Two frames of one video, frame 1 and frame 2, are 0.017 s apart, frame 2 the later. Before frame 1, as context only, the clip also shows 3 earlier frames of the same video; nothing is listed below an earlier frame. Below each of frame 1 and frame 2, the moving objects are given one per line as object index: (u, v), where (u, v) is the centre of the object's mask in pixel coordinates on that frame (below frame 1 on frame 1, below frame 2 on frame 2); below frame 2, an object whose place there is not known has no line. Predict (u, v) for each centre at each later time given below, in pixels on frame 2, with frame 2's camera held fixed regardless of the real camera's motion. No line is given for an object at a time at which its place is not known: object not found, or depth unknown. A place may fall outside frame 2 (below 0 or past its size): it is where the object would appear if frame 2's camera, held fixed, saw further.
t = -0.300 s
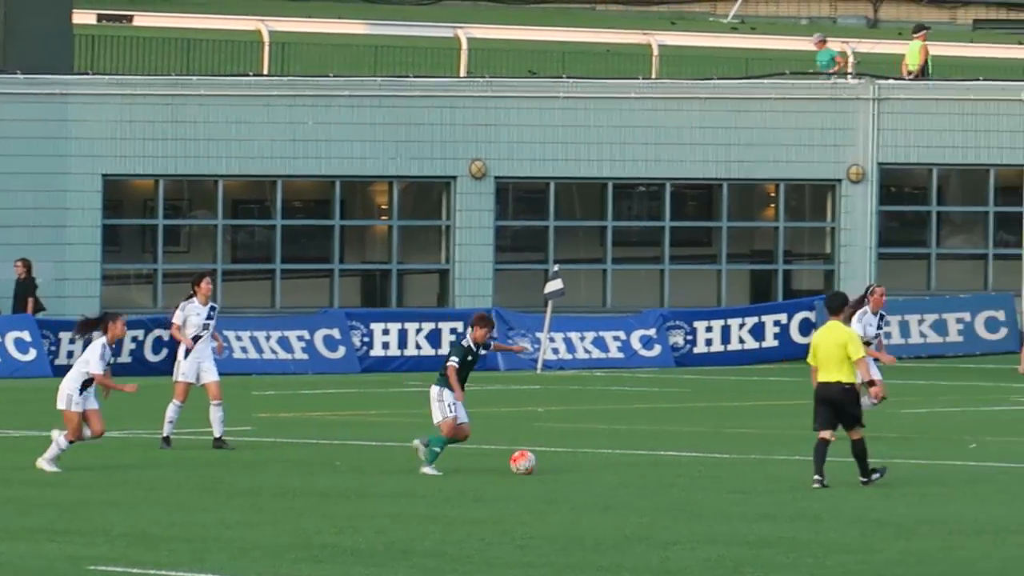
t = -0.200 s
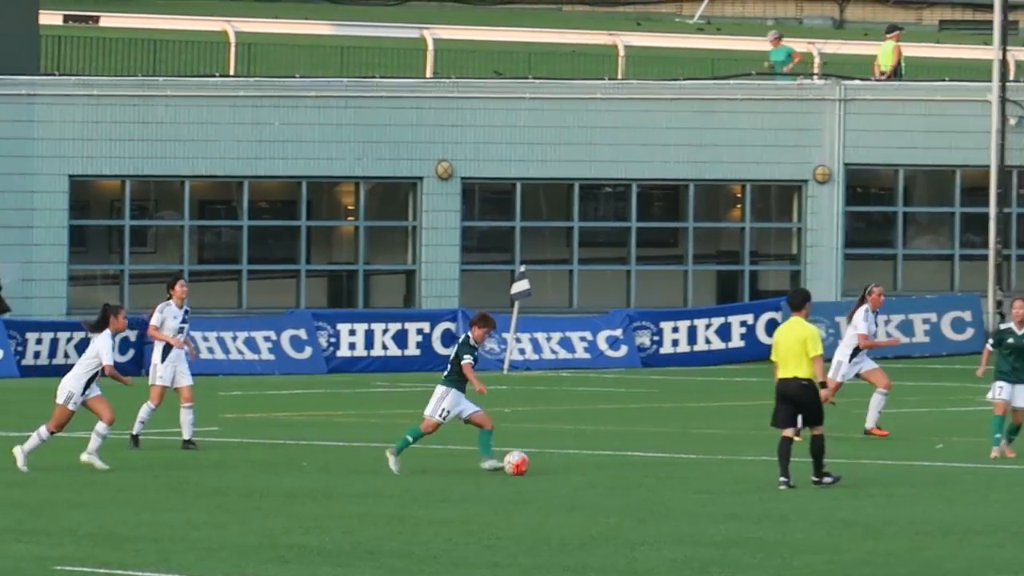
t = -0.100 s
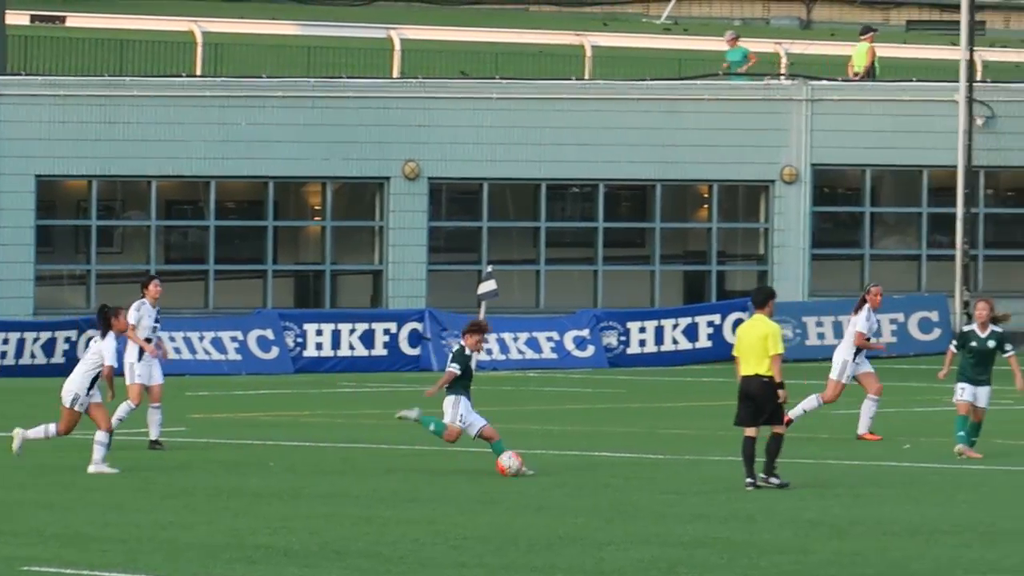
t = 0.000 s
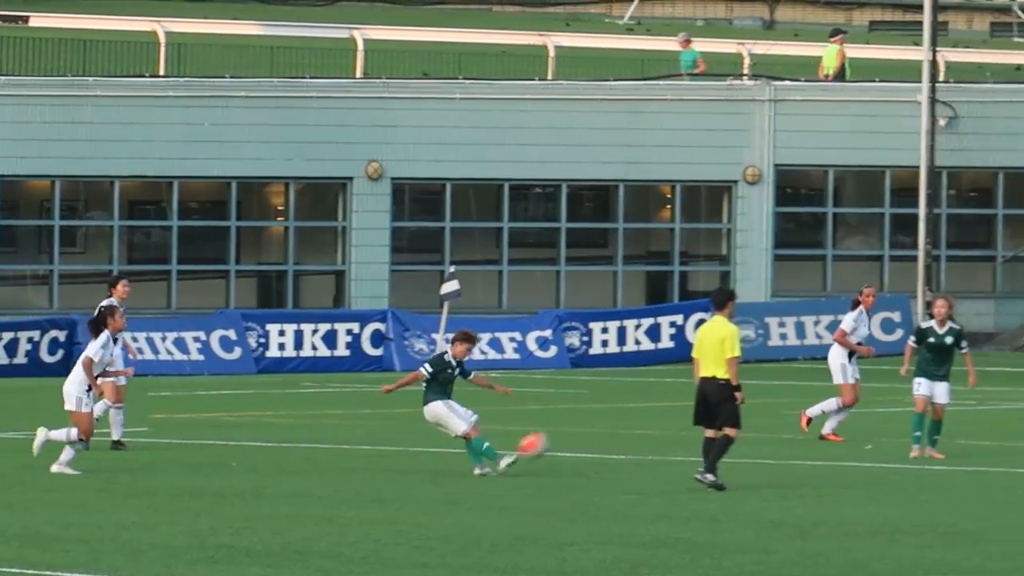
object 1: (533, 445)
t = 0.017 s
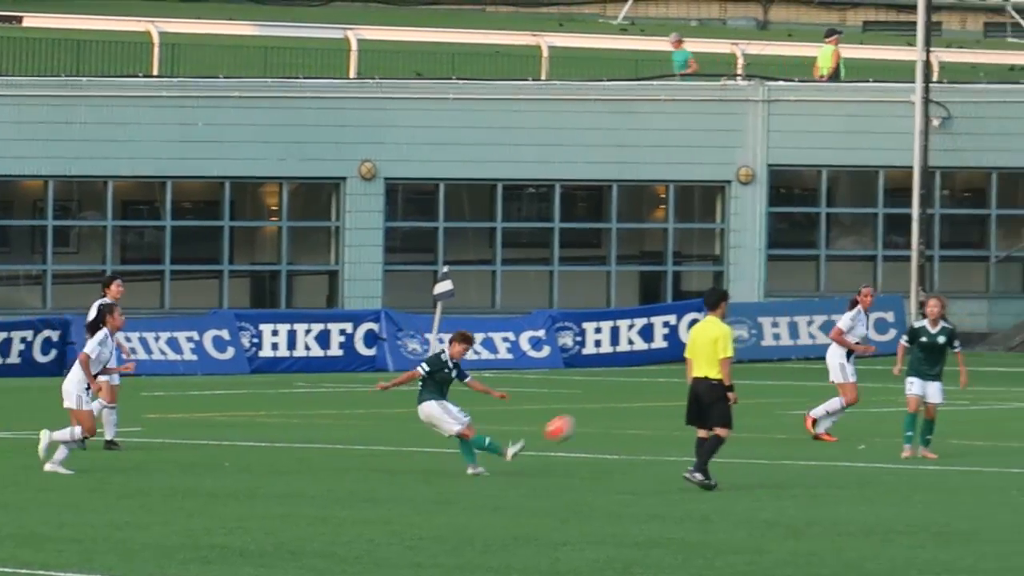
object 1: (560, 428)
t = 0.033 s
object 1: (593, 412)
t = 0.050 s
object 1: (625, 397)
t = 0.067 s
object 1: (658, 381)
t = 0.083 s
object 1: (684, 369)
